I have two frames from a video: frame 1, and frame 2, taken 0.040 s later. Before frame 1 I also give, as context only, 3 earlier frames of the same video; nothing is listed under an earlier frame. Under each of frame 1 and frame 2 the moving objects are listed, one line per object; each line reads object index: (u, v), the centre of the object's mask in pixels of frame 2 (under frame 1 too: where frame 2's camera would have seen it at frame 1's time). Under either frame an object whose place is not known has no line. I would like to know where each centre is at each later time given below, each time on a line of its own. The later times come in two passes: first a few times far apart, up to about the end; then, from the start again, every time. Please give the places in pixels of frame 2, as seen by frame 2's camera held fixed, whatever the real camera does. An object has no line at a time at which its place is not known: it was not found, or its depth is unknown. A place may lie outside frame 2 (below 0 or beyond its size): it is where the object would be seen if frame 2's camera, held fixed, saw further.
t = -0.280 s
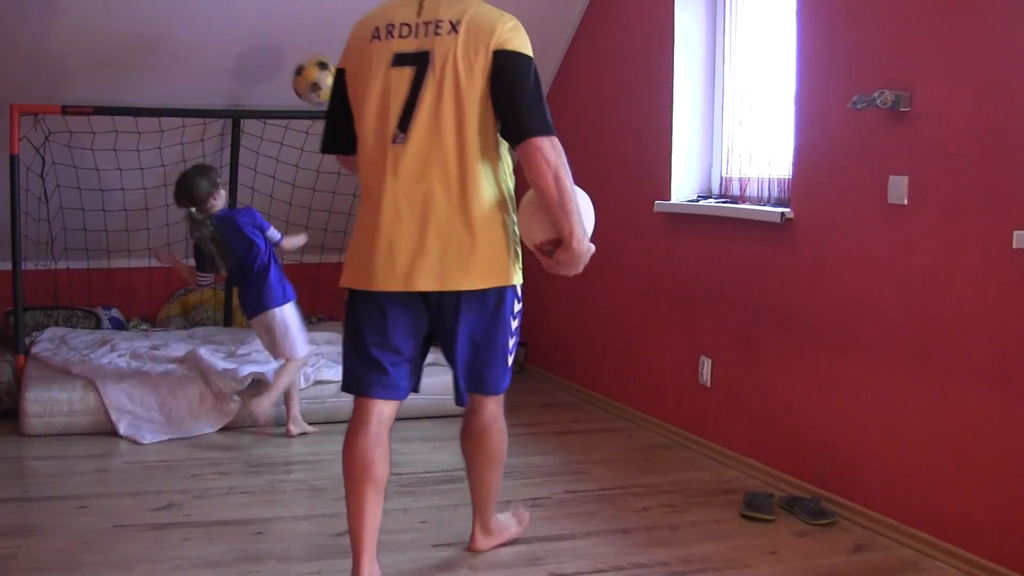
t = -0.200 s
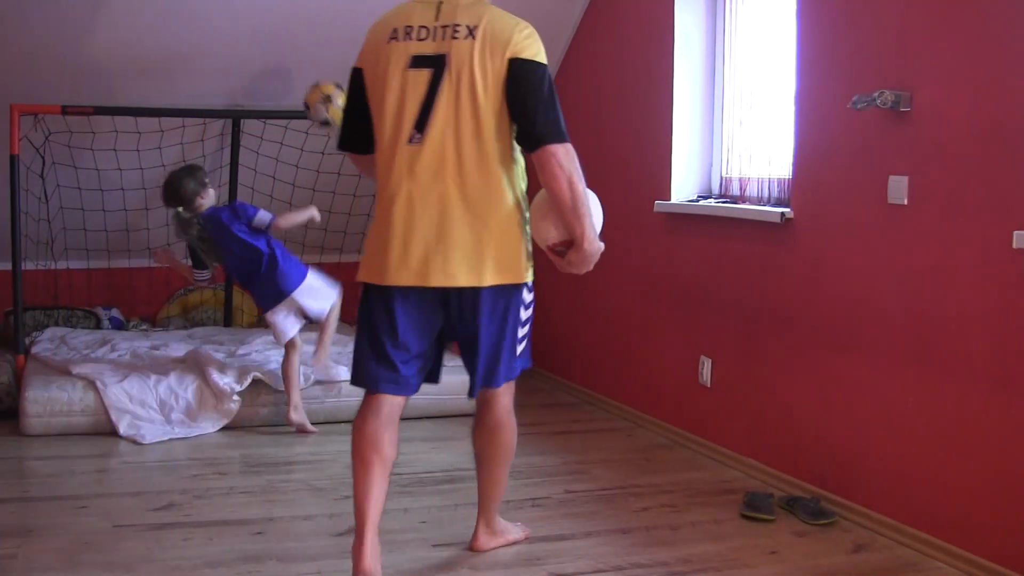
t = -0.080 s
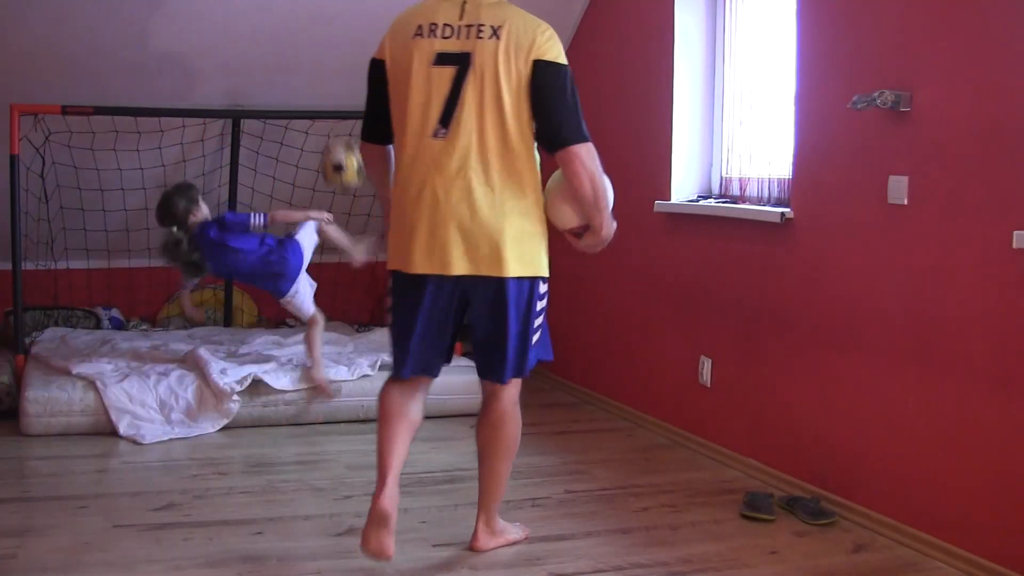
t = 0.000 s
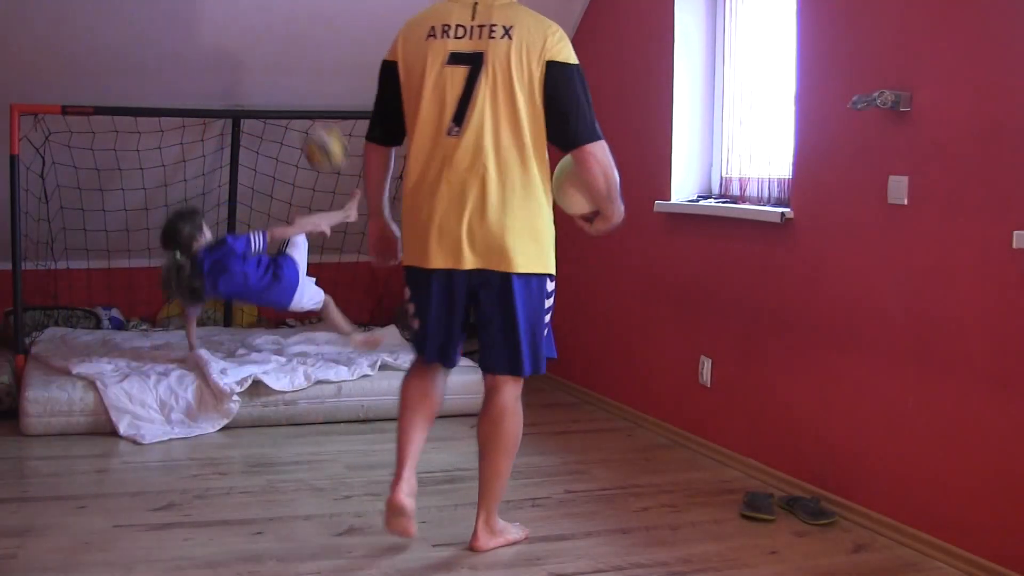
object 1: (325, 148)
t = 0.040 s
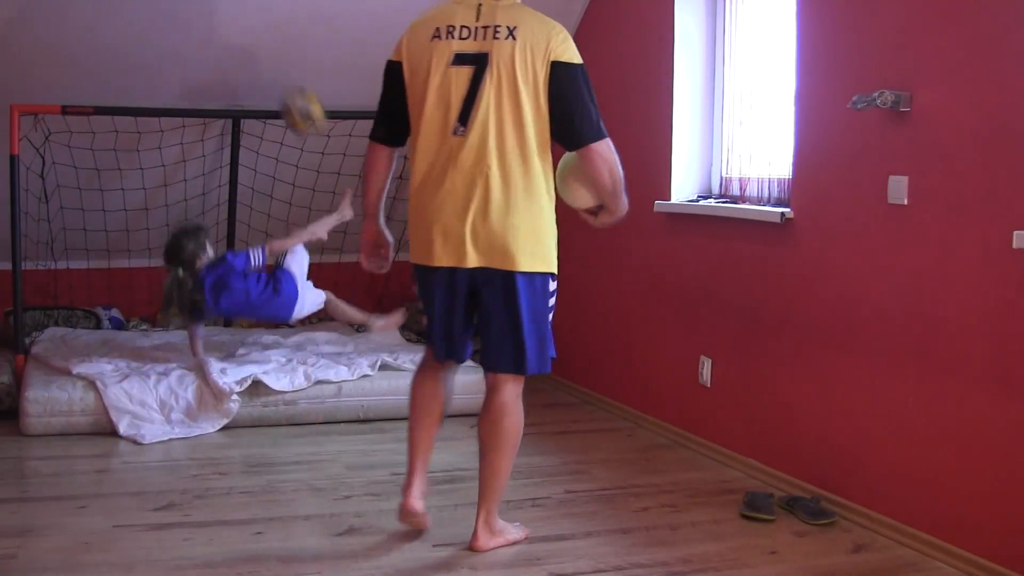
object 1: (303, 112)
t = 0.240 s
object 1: (249, 118)
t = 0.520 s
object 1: (206, 393)
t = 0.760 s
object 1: (197, 432)
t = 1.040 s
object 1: (180, 496)
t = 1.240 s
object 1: (164, 546)
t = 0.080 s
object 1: (283, 80)
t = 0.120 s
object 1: (265, 56)
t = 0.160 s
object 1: (260, 73)
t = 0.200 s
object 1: (253, 92)
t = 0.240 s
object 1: (249, 118)
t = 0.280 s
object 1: (244, 143)
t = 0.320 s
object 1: (237, 178)
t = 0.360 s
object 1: (231, 216)
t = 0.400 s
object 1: (224, 262)
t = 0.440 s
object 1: (218, 310)
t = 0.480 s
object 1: (213, 360)
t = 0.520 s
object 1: (206, 393)
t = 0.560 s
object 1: (206, 405)
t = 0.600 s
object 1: (204, 419)
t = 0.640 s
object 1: (203, 417)
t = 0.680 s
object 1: (201, 417)
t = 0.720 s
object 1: (199, 422)
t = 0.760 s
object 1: (197, 432)
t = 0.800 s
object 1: (195, 448)
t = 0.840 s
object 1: (193, 456)
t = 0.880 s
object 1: (191, 457)
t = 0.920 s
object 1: (188, 463)
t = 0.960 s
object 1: (185, 474)
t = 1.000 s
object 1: (184, 492)
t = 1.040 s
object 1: (180, 496)
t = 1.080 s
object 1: (177, 503)
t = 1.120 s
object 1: (174, 515)
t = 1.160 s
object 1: (171, 535)
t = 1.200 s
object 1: (167, 540)
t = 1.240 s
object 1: (164, 546)
